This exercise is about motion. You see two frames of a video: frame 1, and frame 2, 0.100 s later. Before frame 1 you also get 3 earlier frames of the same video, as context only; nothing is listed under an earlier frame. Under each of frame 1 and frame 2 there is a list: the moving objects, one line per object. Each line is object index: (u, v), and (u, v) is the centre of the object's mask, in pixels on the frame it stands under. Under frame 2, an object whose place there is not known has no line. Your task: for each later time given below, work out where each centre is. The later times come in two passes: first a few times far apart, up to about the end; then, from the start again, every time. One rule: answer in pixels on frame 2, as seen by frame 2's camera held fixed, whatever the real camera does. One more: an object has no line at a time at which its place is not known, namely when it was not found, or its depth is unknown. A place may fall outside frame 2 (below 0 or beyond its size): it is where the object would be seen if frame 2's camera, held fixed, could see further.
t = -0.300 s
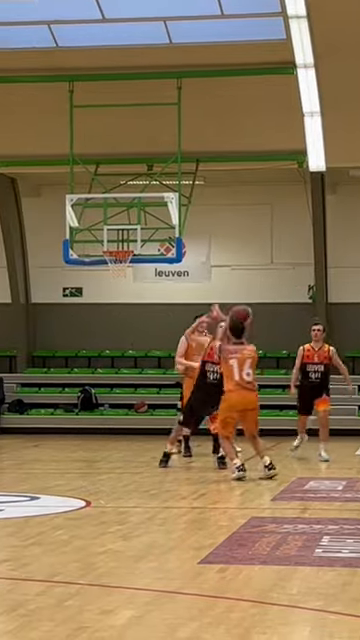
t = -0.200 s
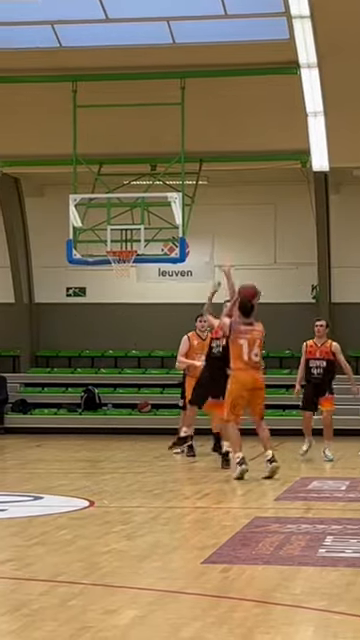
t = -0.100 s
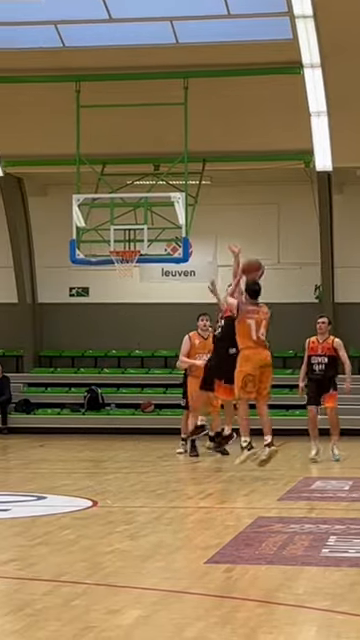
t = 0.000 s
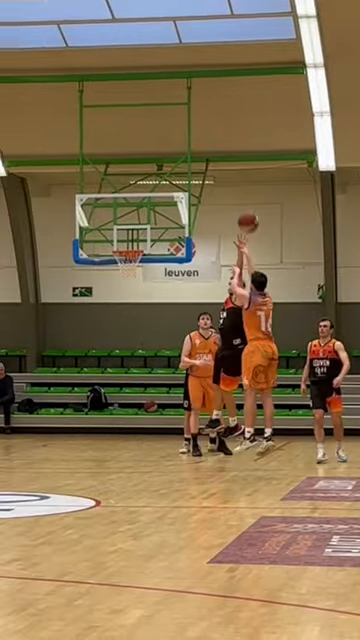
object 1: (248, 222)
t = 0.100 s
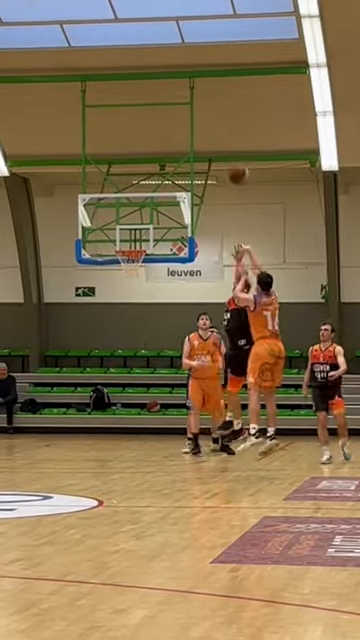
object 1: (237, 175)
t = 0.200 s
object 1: (227, 139)
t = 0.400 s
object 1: (207, 98)
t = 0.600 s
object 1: (188, 89)
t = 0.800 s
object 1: (171, 107)
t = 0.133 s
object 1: (234, 162)
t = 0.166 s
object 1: (229, 151)
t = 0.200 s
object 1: (227, 139)
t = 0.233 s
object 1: (224, 130)
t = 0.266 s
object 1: (220, 122)
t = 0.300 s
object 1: (216, 114)
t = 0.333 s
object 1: (213, 107)
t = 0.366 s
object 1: (210, 102)
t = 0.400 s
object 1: (207, 98)
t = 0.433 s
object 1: (203, 95)
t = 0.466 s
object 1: (200, 92)
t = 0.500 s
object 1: (197, 90)
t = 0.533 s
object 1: (194, 89)
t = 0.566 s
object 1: (191, 89)
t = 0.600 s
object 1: (188, 89)
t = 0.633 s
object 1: (185, 90)
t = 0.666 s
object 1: (180, 92)
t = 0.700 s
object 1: (178, 94)
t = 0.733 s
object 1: (177, 97)
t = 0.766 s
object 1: (173, 103)
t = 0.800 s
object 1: (171, 107)
